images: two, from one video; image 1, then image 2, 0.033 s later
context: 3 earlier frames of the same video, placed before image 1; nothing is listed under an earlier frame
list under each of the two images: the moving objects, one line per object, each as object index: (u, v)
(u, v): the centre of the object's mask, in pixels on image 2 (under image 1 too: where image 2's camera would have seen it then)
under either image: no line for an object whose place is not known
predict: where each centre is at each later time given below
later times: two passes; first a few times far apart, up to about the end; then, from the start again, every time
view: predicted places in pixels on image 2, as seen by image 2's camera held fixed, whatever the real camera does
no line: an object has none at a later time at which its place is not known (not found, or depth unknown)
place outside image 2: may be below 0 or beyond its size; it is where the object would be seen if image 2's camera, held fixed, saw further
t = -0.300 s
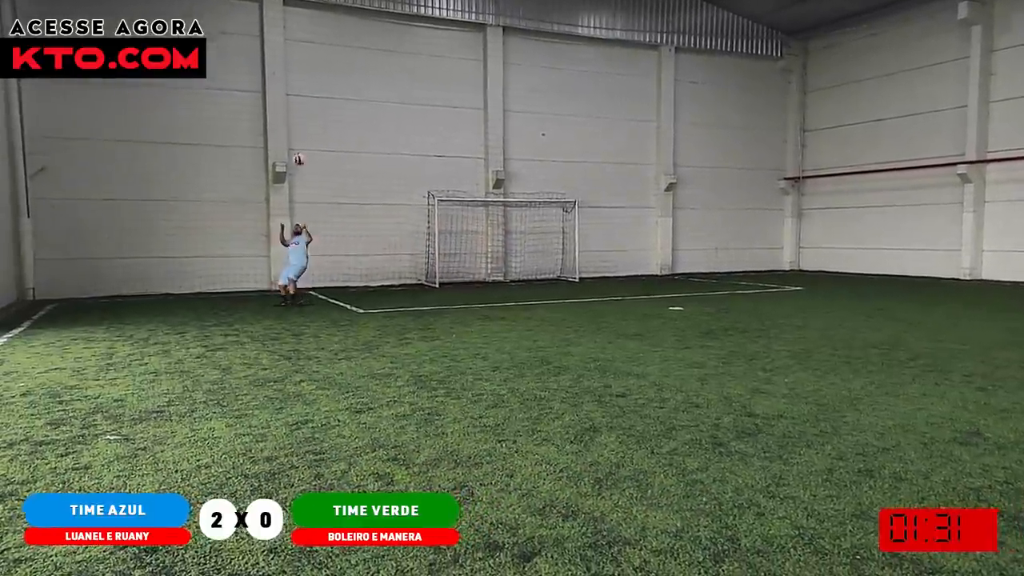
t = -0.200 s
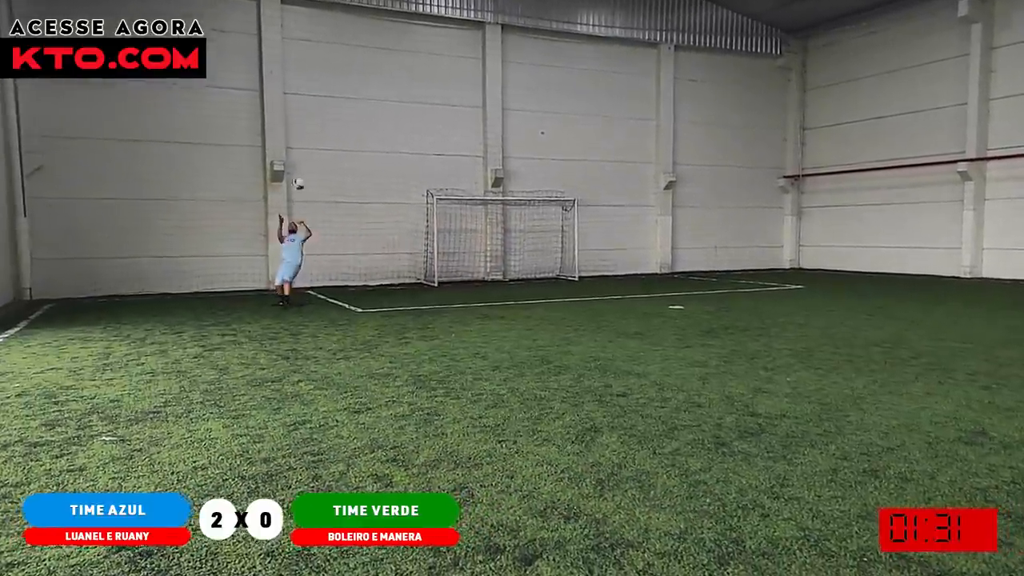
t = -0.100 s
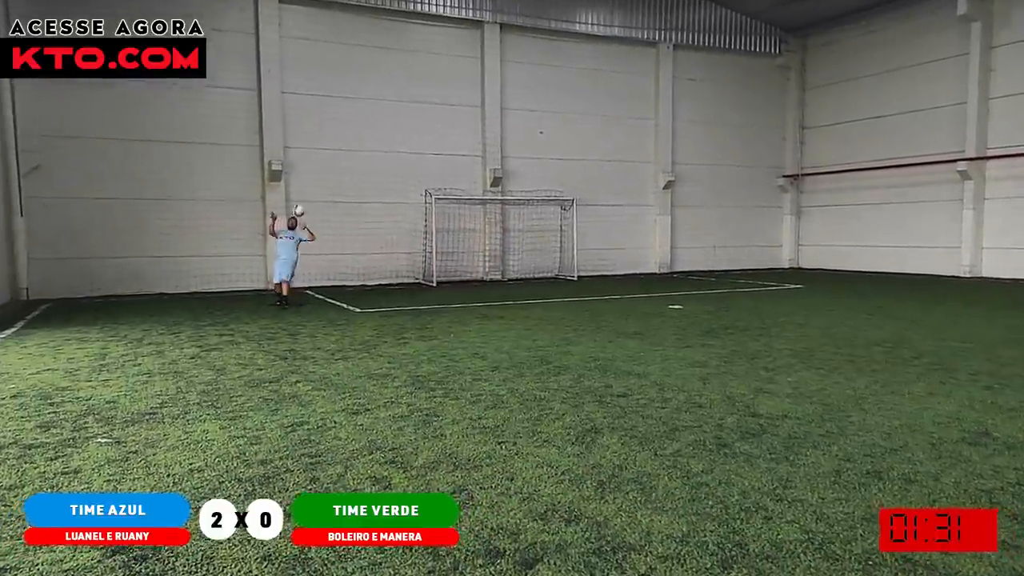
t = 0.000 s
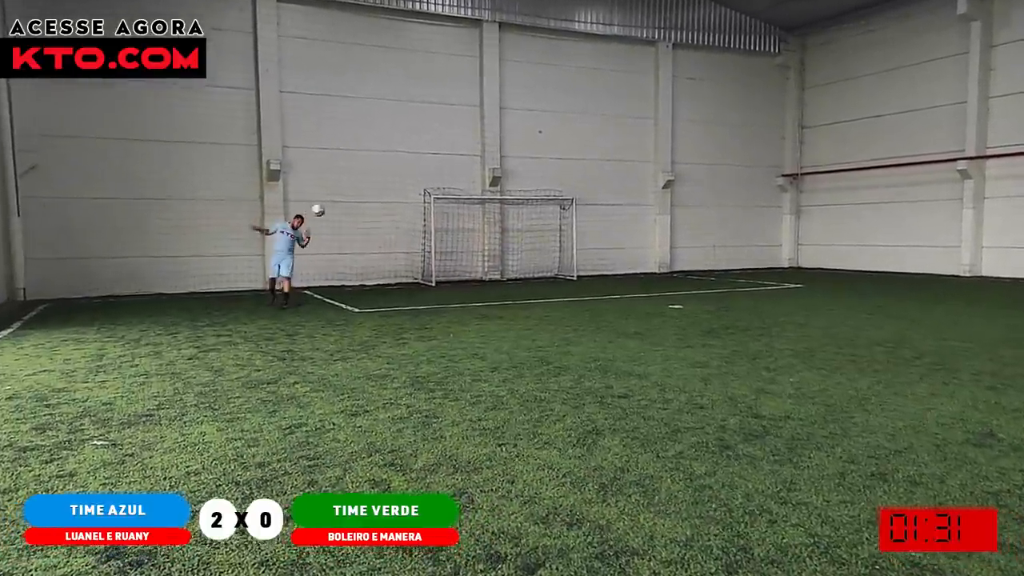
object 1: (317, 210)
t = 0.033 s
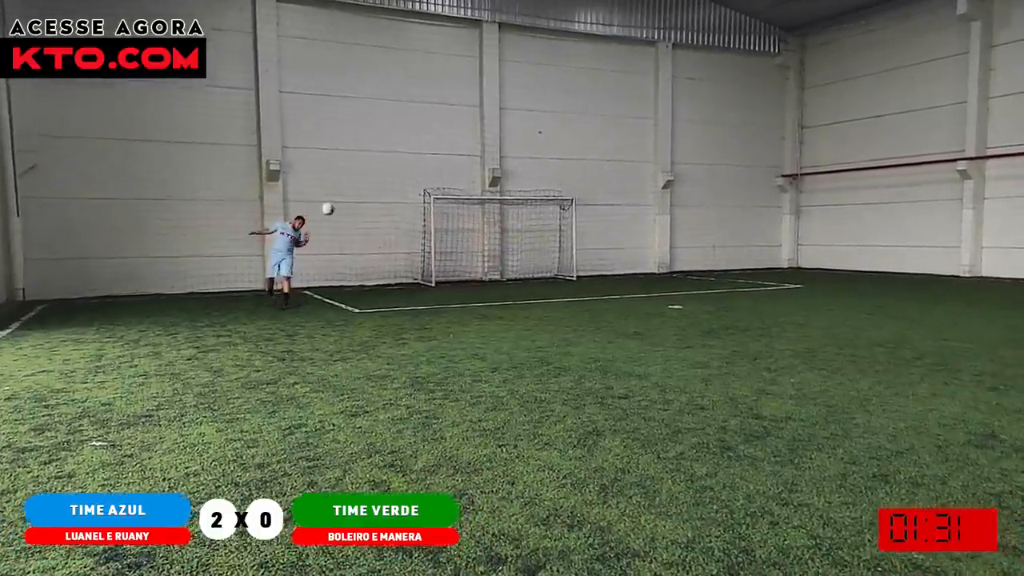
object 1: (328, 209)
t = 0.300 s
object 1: (412, 219)
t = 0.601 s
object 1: (529, 294)
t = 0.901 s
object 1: (637, 275)
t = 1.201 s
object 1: (742, 267)
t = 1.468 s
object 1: (846, 334)
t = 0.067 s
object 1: (337, 208)
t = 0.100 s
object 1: (346, 207)
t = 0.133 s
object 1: (357, 207)
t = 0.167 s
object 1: (368, 208)
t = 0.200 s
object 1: (378, 210)
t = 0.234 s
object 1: (388, 212)
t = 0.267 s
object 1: (400, 215)
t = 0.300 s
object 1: (412, 219)
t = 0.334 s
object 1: (423, 224)
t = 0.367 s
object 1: (435, 229)
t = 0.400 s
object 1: (447, 236)
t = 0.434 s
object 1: (461, 243)
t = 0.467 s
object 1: (473, 251)
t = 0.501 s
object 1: (485, 260)
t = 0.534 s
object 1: (500, 270)
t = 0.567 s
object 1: (514, 282)
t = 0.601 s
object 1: (529, 294)
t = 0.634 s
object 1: (543, 307)
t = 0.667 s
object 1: (558, 321)
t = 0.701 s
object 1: (570, 322)
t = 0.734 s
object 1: (579, 313)
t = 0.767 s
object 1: (589, 305)
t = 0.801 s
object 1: (599, 296)
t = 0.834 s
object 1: (610, 289)
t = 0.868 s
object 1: (620, 283)
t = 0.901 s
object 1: (637, 275)
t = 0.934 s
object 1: (648, 270)
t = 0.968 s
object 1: (659, 267)
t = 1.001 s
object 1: (670, 264)
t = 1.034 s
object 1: (682, 262)
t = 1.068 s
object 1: (694, 261)
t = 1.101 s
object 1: (705, 261)
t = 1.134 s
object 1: (717, 262)
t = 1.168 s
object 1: (730, 264)
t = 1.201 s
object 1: (742, 267)
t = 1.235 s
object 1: (755, 271)
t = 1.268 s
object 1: (767, 276)
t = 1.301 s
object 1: (779, 283)
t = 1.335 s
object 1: (792, 291)
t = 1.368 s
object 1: (805, 299)
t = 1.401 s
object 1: (818, 310)
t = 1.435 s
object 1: (832, 321)
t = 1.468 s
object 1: (846, 334)
